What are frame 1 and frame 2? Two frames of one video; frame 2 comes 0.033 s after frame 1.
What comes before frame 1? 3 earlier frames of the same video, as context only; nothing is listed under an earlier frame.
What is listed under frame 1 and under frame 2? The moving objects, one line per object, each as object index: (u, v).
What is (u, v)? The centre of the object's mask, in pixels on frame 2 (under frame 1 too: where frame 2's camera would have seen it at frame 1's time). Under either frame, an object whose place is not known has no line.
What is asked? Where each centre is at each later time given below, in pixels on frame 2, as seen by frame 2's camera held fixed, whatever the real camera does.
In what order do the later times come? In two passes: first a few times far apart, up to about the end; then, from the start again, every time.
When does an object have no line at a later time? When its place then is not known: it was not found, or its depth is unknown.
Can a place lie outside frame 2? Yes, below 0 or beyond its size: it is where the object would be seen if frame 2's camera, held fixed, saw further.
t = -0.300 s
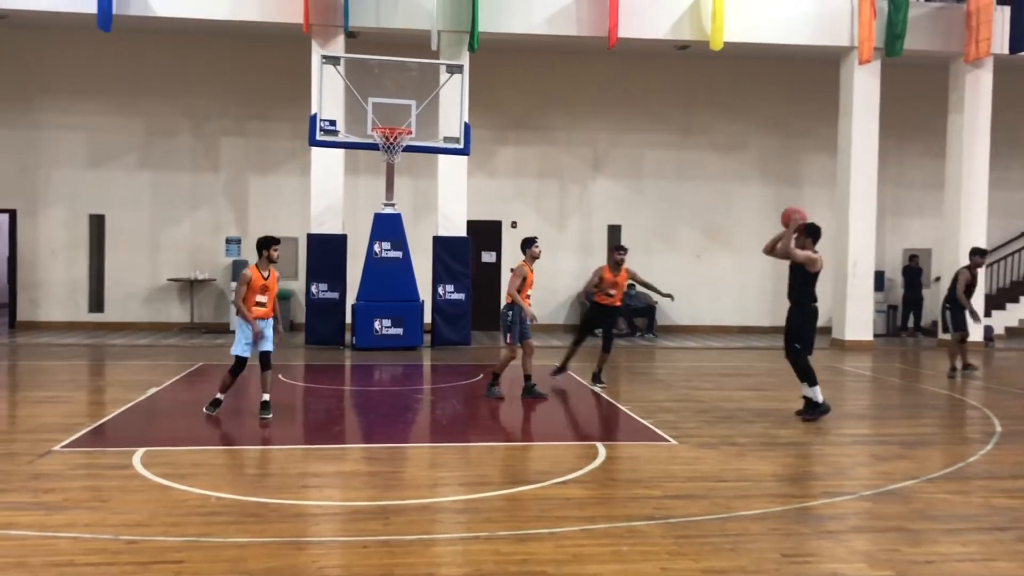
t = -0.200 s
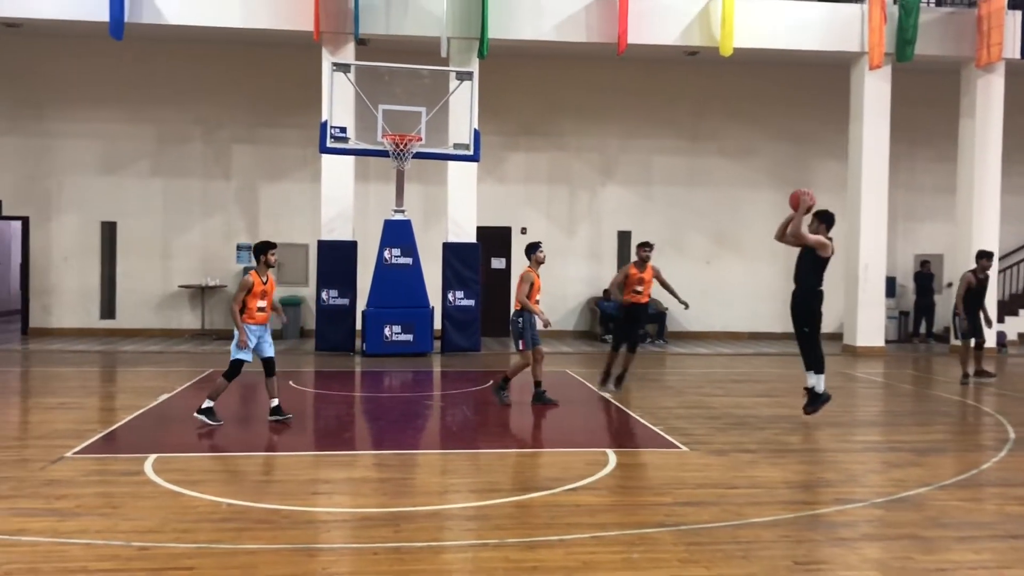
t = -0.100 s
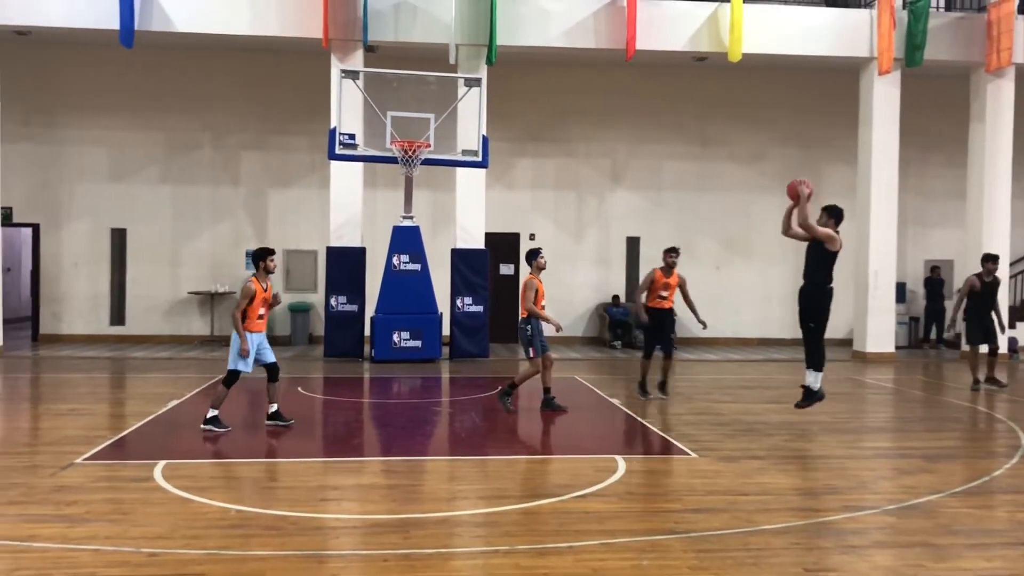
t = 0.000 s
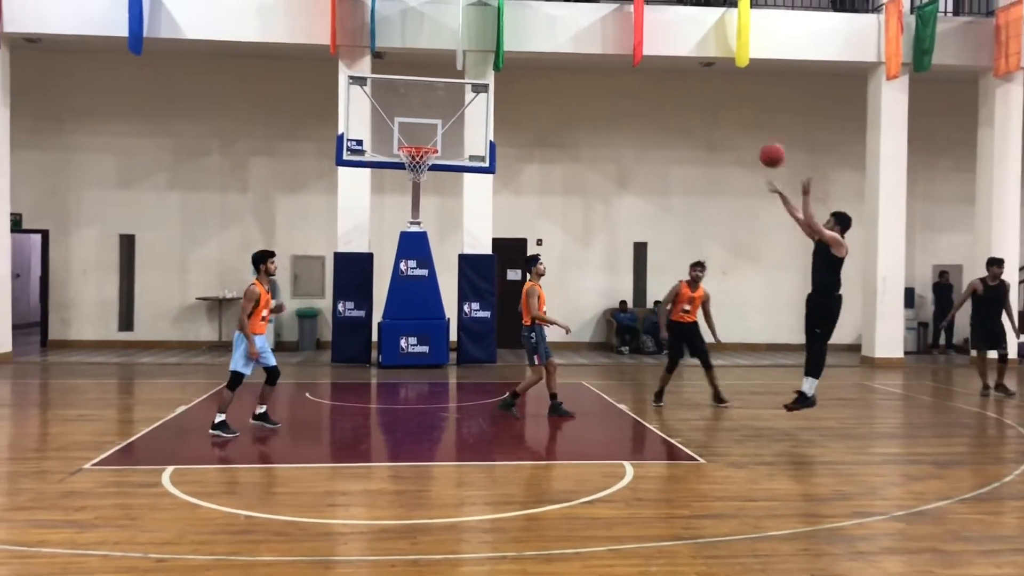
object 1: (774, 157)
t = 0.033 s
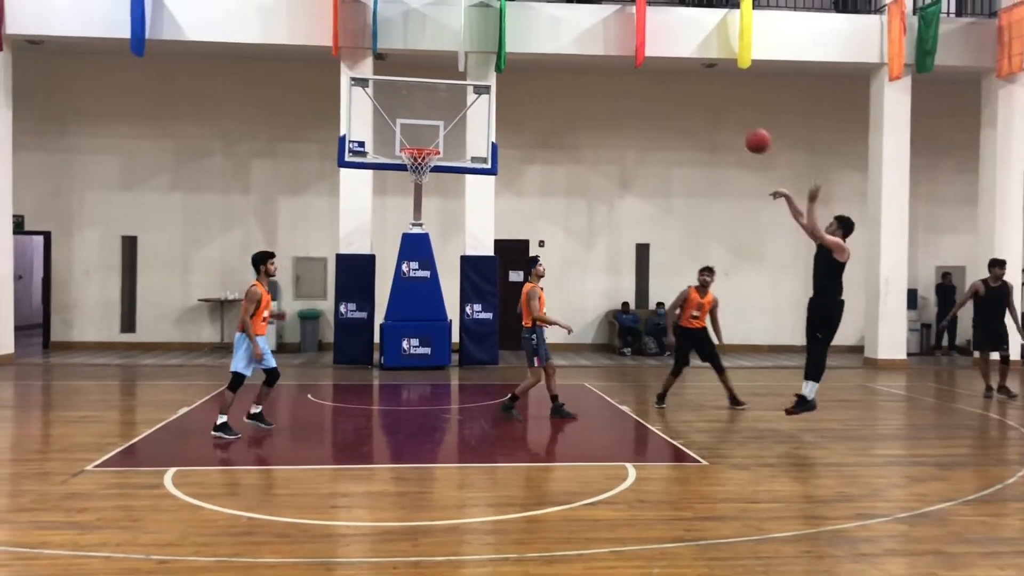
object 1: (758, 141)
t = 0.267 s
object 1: (653, 73)
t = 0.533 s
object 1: (550, 65)
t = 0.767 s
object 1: (470, 104)
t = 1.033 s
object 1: (408, 109)
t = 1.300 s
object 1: (366, 75)
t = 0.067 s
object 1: (743, 128)
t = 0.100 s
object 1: (726, 116)
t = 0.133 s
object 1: (711, 105)
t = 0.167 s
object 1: (696, 95)
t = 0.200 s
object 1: (682, 87)
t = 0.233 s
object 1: (668, 80)
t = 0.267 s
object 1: (653, 73)
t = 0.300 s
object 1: (640, 70)
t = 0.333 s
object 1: (625, 66)
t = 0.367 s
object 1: (613, 63)
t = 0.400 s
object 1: (600, 61)
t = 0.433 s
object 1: (587, 61)
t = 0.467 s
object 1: (574, 61)
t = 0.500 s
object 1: (562, 62)
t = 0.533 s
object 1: (550, 65)
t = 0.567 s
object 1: (537, 67)
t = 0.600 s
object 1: (526, 71)
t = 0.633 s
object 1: (514, 76)
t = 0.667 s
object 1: (503, 82)
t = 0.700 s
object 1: (491, 88)
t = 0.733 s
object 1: (481, 96)
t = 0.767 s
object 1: (470, 104)
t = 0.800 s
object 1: (460, 113)
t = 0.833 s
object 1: (449, 123)
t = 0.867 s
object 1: (439, 133)
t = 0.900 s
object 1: (429, 142)
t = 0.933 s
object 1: (424, 136)
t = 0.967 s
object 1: (419, 127)
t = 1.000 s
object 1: (413, 118)
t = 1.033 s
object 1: (408, 109)
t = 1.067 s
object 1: (403, 103)
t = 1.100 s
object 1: (398, 95)
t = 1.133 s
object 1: (393, 91)
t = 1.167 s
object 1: (387, 86)
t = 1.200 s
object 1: (382, 81)
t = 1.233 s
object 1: (376, 78)
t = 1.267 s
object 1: (370, 76)
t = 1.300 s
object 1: (366, 75)
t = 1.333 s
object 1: (361, 76)
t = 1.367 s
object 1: (355, 75)
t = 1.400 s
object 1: (349, 77)
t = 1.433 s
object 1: (344, 80)
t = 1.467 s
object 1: (338, 83)
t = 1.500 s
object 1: (332, 87)
